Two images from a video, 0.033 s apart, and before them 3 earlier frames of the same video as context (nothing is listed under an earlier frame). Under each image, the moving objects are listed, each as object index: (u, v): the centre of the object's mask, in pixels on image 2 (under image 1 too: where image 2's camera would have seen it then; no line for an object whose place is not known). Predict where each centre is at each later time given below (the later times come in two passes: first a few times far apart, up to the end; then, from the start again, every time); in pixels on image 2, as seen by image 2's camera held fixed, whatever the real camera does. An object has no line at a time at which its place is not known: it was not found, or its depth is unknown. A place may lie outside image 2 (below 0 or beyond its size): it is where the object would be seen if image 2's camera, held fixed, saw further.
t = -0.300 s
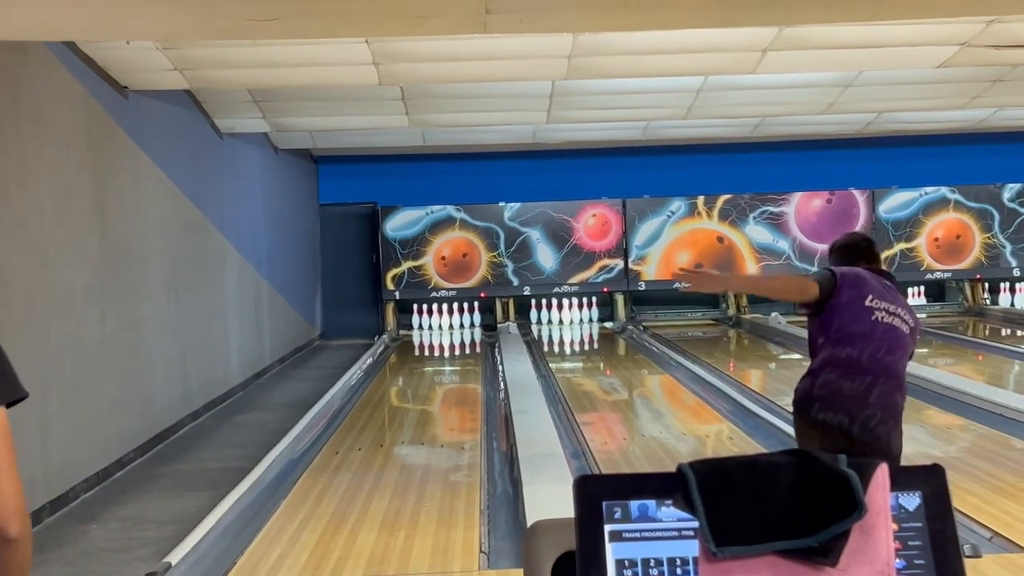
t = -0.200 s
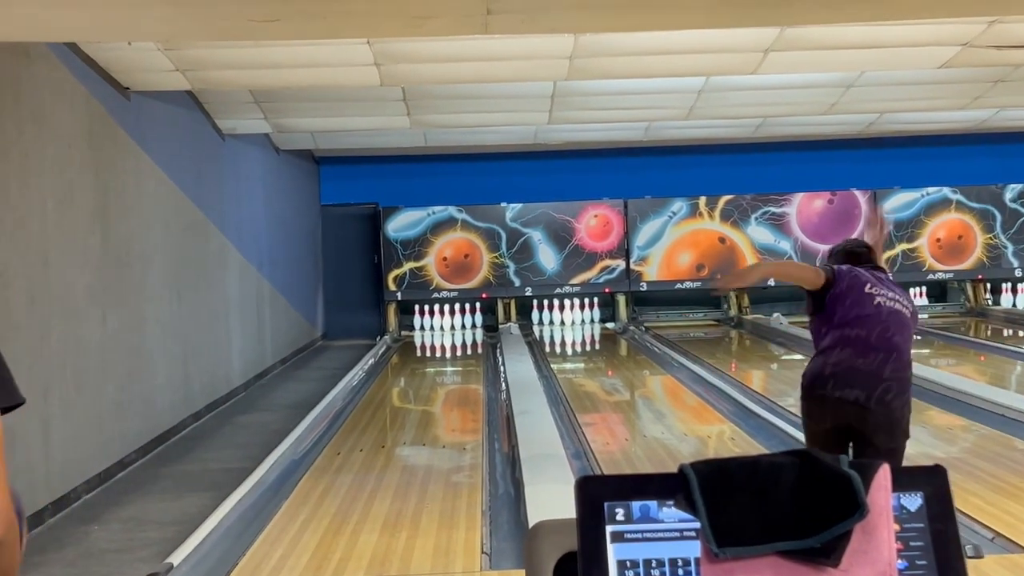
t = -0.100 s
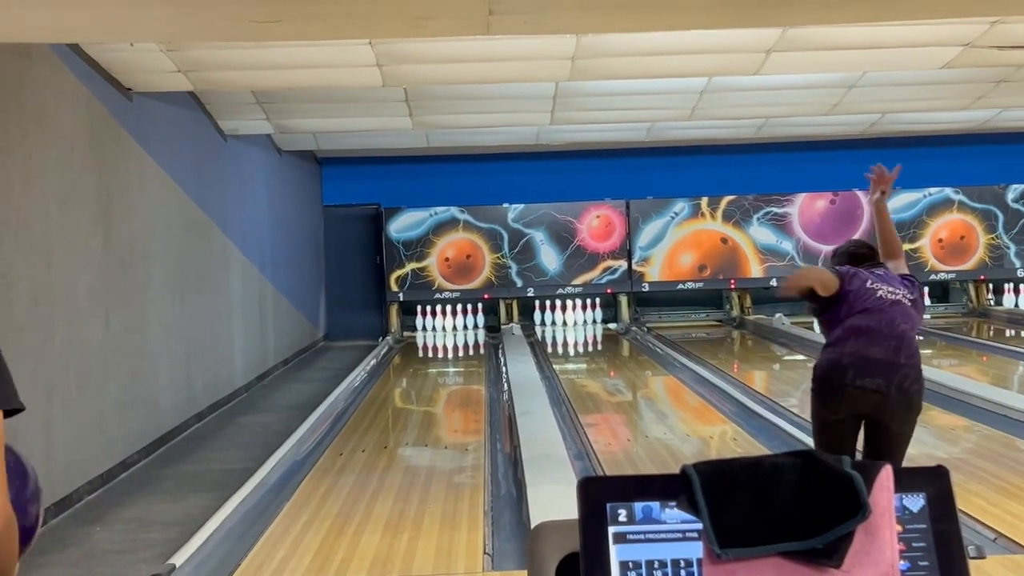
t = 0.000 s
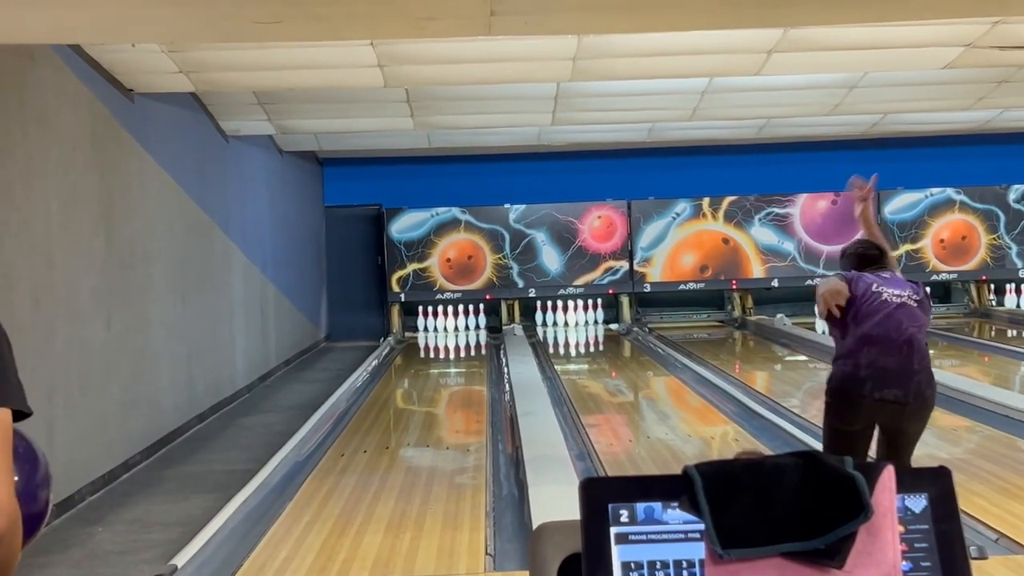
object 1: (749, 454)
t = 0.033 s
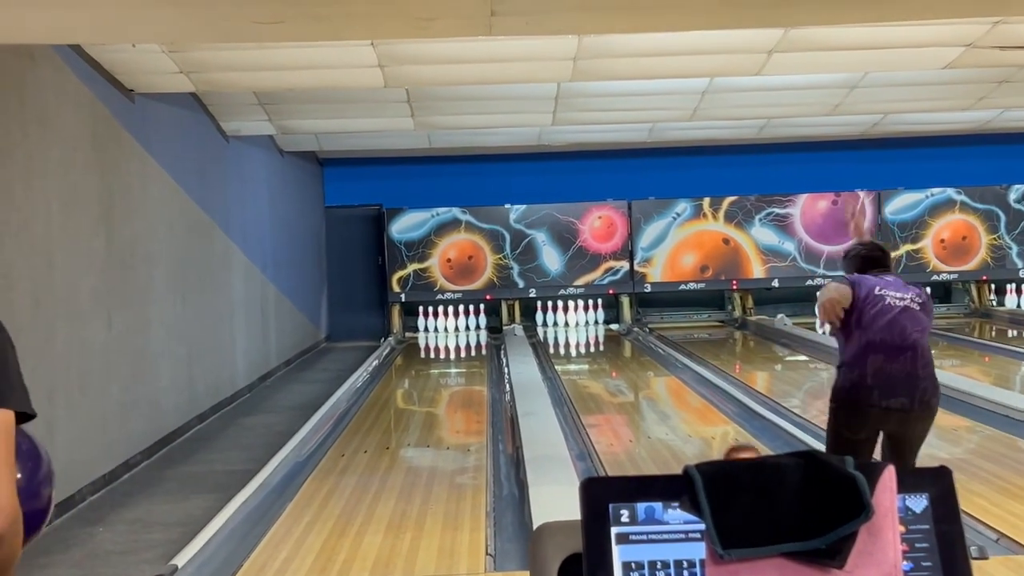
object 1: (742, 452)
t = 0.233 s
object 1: (702, 428)
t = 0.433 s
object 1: (673, 403)
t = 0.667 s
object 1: (647, 382)
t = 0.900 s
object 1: (626, 365)
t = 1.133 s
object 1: (612, 351)
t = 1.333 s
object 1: (601, 342)
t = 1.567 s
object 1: (590, 334)
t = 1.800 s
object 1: (582, 326)
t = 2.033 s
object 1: (573, 318)
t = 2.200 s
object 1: (564, 317)
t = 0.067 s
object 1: (733, 448)
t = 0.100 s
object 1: (727, 446)
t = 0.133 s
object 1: (721, 443)
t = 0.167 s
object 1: (714, 438)
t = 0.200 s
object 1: (708, 433)
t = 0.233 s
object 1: (702, 428)
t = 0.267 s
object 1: (697, 424)
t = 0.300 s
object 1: (692, 419)
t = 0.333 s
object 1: (687, 415)
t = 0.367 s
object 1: (682, 411)
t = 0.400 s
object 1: (677, 407)
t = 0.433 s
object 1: (673, 403)
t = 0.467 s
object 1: (669, 400)
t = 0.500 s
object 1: (665, 397)
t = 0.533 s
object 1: (661, 393)
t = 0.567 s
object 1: (657, 390)
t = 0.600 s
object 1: (653, 387)
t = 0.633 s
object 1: (650, 384)
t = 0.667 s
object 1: (647, 382)
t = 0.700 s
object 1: (643, 379)
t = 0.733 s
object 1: (641, 377)
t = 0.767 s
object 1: (638, 374)
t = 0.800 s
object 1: (634, 372)
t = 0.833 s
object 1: (632, 370)
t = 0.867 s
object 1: (629, 367)
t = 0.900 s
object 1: (626, 365)
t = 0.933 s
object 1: (625, 363)
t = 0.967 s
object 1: (622, 361)
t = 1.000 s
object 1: (620, 360)
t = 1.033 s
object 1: (618, 358)
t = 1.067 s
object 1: (616, 356)
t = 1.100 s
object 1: (614, 353)
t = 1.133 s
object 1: (612, 351)
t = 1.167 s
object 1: (610, 350)
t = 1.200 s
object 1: (608, 348)
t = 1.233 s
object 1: (606, 346)
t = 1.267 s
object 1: (604, 345)
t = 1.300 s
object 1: (602, 344)
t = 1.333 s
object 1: (601, 342)
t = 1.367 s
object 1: (599, 341)
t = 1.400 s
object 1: (598, 340)
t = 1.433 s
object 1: (596, 339)
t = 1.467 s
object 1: (595, 338)
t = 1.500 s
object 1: (594, 336)
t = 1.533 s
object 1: (592, 335)
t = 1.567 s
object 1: (590, 334)
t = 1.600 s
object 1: (589, 333)
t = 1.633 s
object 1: (588, 332)
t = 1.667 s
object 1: (587, 330)
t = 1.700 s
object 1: (586, 329)
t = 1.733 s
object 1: (584, 328)
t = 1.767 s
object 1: (583, 327)
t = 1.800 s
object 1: (582, 326)
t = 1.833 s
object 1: (581, 325)
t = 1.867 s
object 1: (580, 324)
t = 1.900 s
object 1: (579, 322)
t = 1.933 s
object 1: (578, 321)
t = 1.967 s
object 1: (577, 320)
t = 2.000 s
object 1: (576, 319)
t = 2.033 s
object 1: (573, 318)
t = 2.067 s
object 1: (570, 319)
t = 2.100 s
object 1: (569, 318)
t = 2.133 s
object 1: (566, 318)
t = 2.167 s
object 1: (565, 317)
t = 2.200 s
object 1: (564, 317)
